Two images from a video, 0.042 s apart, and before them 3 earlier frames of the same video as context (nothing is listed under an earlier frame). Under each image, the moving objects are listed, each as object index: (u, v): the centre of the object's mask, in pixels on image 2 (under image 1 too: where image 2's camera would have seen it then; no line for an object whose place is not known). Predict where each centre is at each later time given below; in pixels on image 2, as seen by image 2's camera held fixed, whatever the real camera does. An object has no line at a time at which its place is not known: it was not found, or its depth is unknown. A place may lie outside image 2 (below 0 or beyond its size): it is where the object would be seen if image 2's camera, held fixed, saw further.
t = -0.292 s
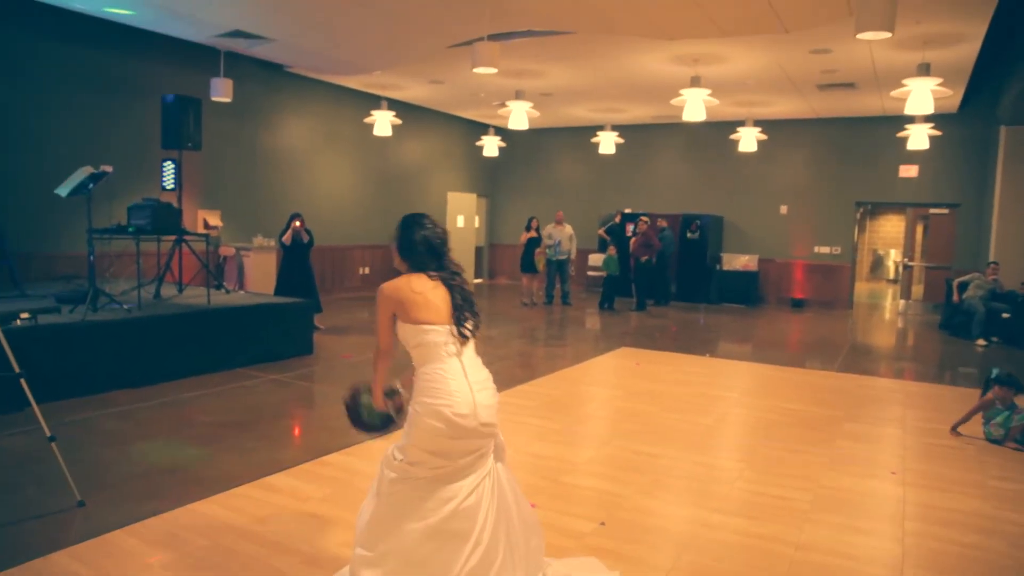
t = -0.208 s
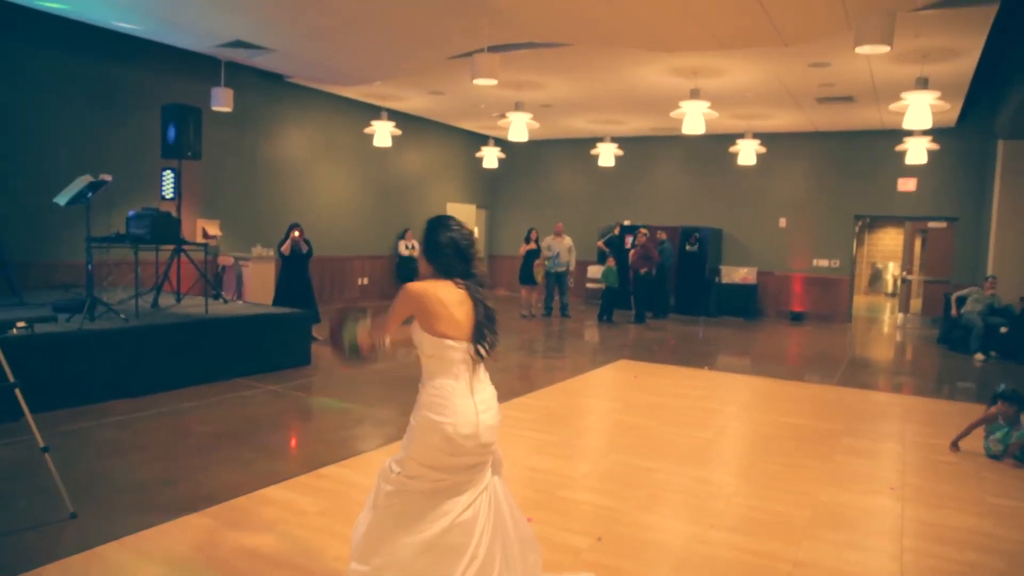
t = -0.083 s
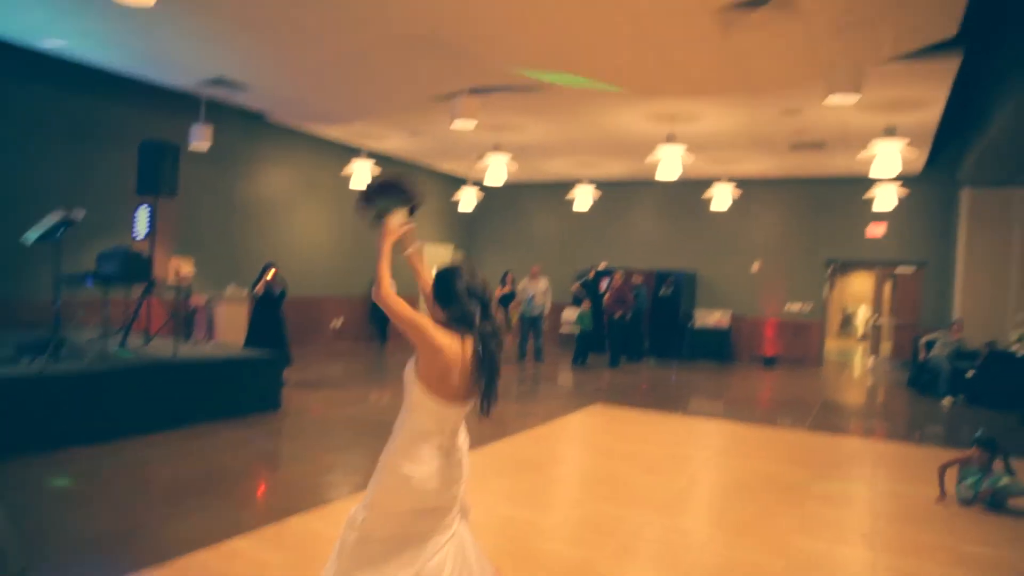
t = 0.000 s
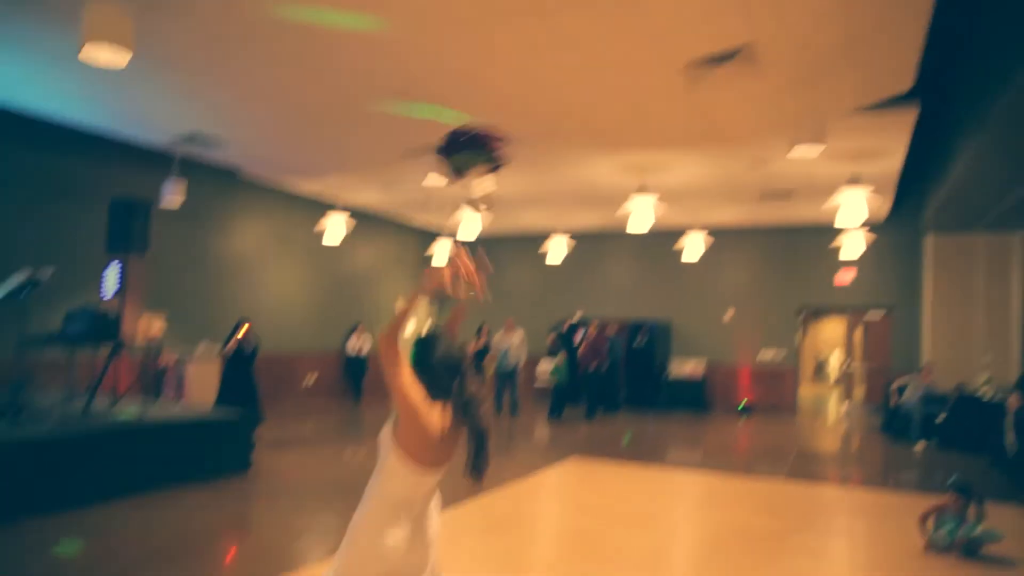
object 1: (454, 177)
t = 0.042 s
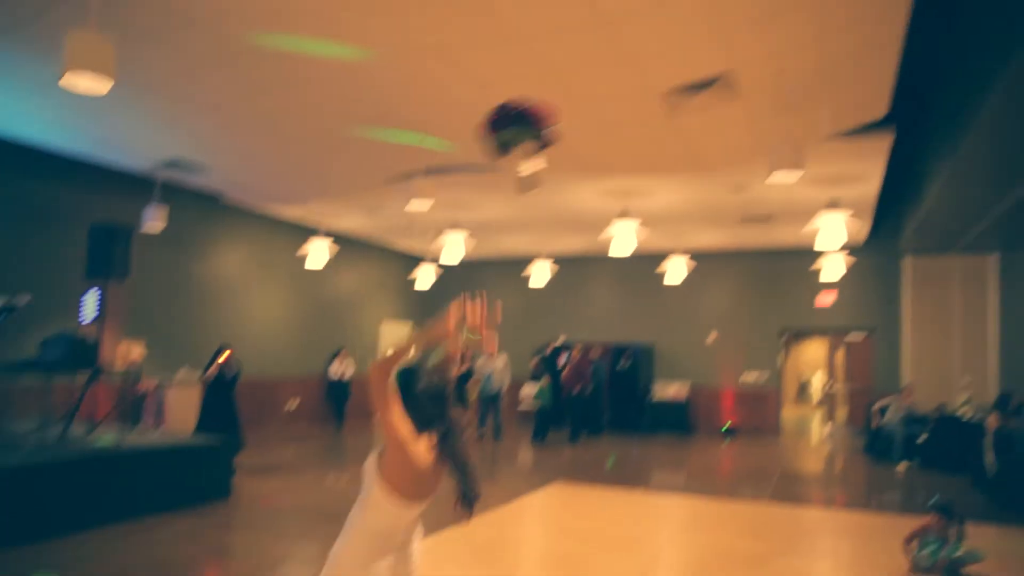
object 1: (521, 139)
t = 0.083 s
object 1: (591, 92)
